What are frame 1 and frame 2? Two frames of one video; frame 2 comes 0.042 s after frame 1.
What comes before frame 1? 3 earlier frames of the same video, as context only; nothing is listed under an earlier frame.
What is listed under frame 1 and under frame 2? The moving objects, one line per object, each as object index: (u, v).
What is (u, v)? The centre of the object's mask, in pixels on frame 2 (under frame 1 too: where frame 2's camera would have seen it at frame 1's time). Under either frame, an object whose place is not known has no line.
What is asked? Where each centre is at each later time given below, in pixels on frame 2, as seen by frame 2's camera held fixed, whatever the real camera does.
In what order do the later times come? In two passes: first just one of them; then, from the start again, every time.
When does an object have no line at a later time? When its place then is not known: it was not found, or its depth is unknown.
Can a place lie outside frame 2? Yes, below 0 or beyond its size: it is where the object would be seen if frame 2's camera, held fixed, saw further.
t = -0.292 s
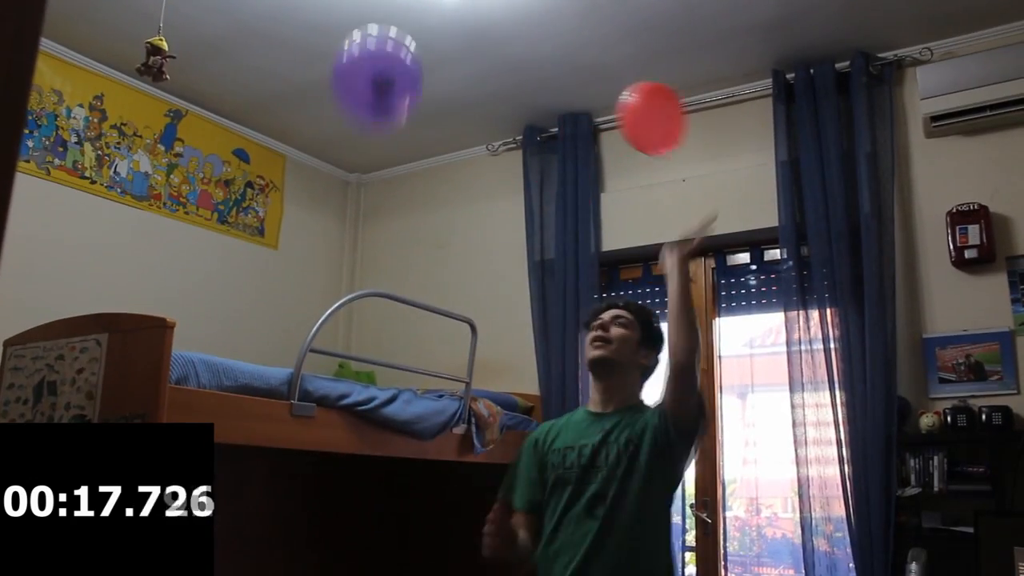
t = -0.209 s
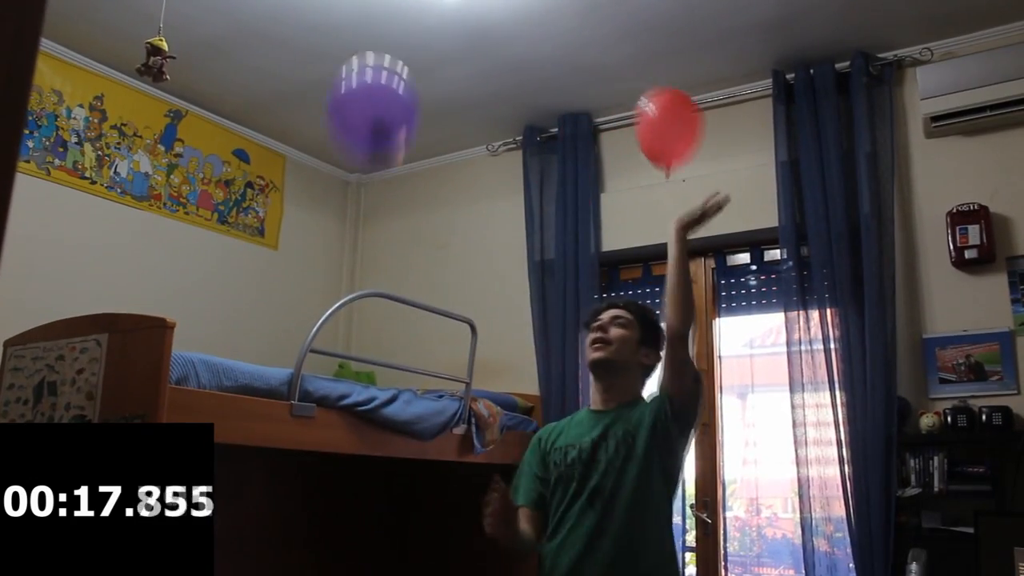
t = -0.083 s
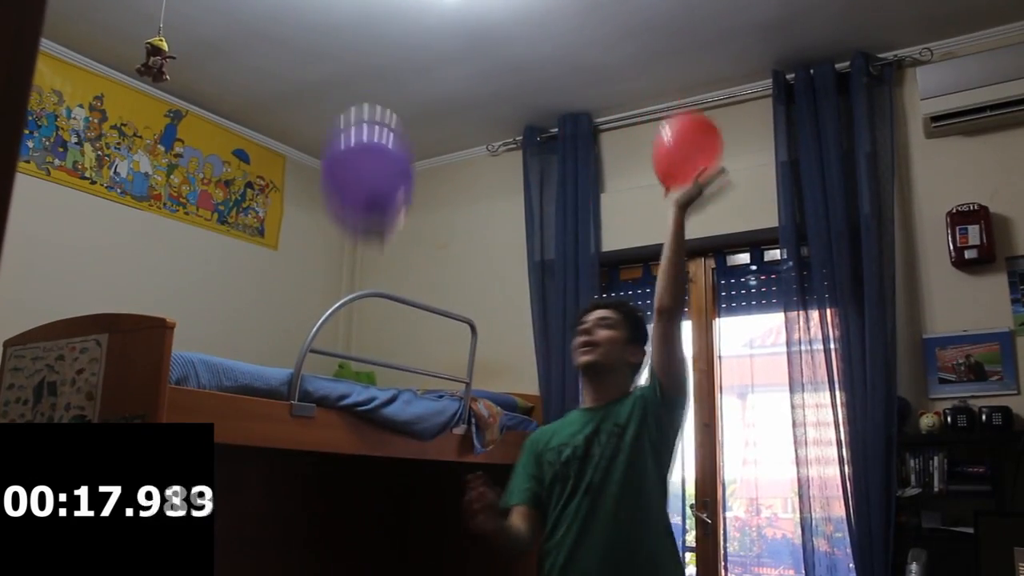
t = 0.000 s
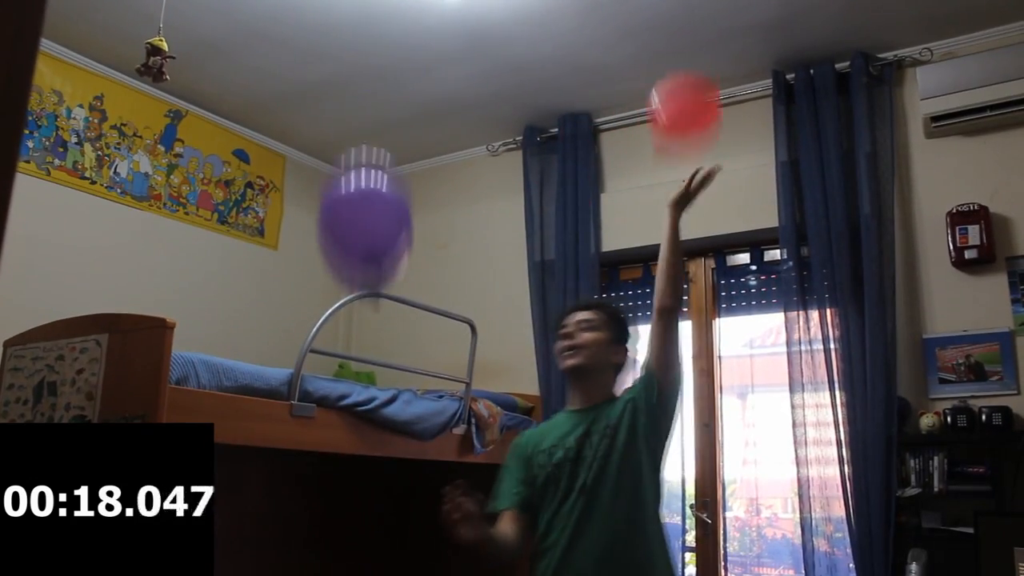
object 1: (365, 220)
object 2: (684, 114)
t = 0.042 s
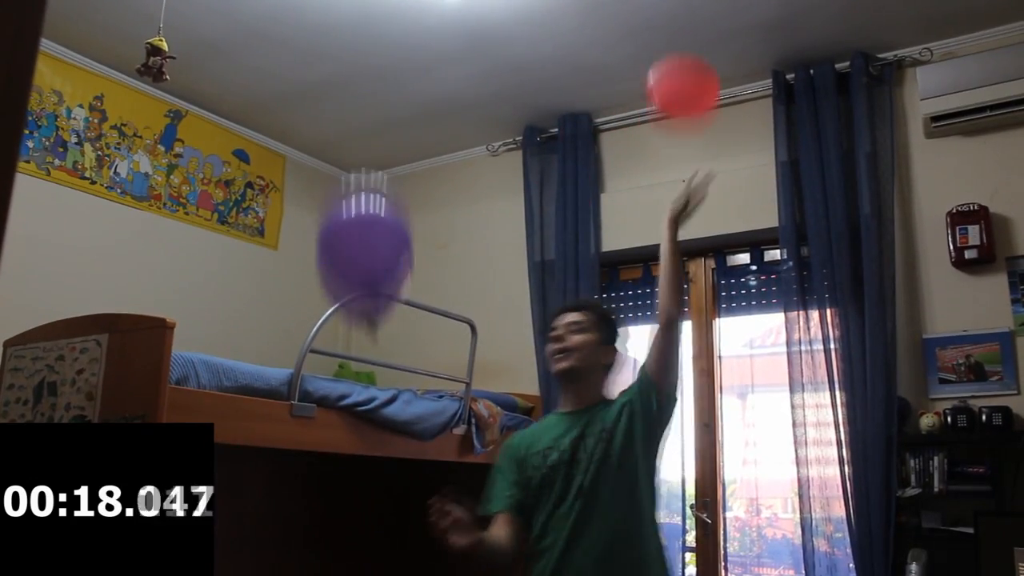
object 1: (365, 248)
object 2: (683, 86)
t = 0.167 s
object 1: (363, 337)
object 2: (677, 45)
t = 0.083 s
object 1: (364, 274)
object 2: (680, 70)
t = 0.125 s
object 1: (364, 304)
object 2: (679, 57)
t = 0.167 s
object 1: (363, 337)
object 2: (677, 45)
